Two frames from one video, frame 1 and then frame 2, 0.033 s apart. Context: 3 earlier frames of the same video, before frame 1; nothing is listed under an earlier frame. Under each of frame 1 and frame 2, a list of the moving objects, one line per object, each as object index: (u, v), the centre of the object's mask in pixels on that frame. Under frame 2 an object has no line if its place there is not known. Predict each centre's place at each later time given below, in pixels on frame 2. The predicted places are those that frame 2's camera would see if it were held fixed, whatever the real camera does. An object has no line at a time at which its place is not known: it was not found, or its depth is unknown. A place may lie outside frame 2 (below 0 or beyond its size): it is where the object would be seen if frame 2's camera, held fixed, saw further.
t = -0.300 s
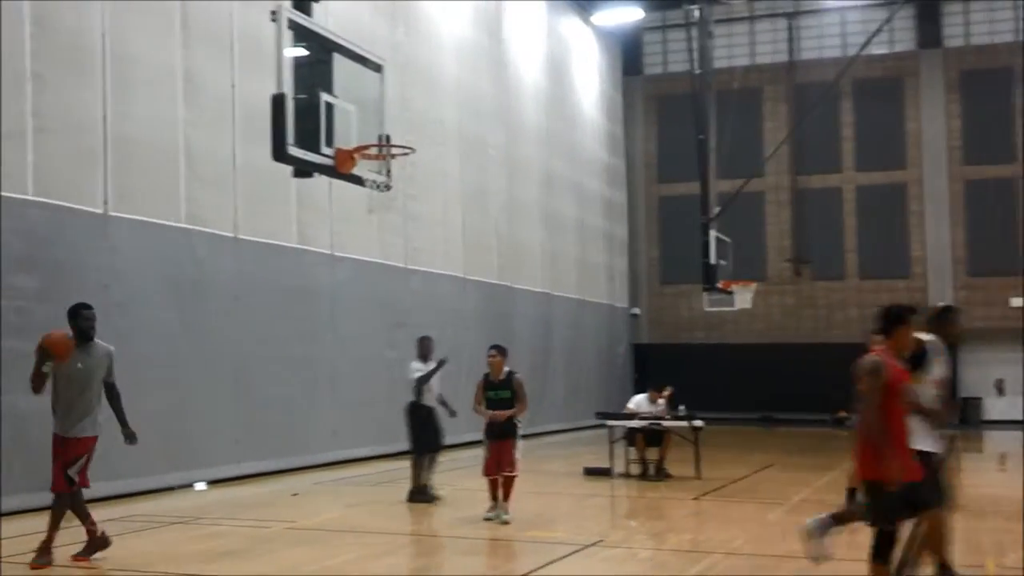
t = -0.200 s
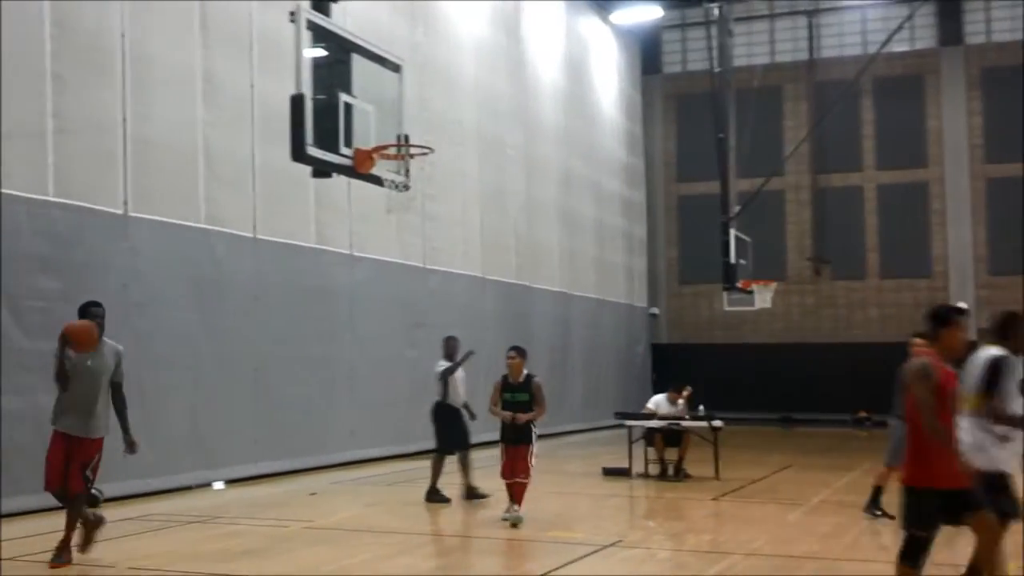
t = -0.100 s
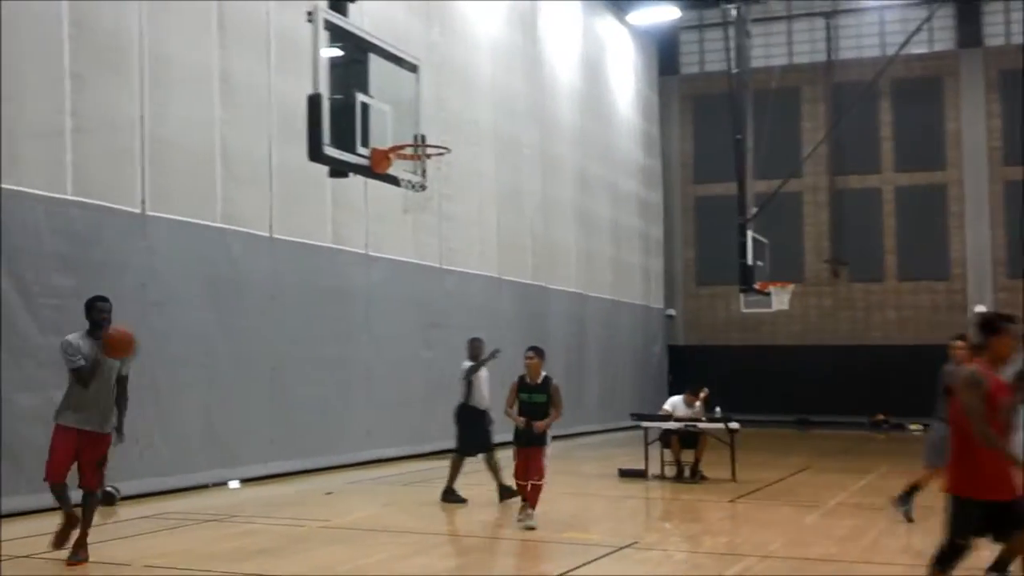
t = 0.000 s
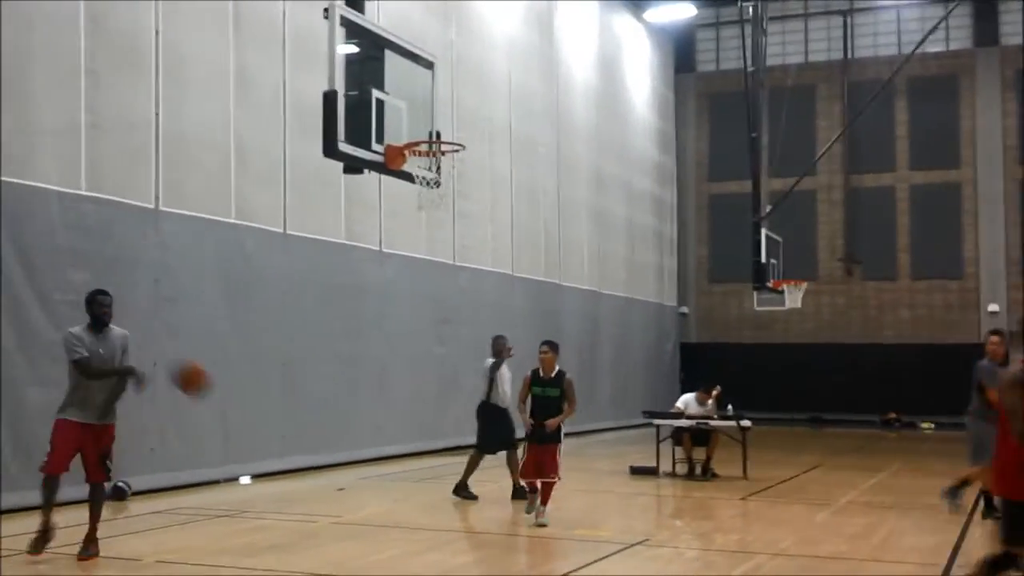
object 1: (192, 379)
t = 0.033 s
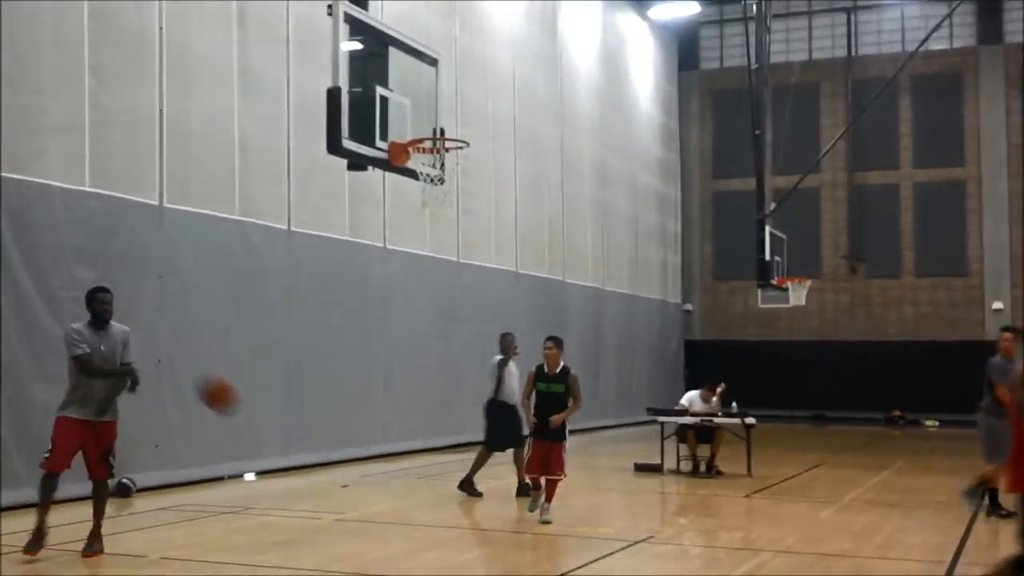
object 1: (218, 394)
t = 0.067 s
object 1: (239, 415)
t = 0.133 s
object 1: (282, 461)
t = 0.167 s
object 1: (302, 486)
